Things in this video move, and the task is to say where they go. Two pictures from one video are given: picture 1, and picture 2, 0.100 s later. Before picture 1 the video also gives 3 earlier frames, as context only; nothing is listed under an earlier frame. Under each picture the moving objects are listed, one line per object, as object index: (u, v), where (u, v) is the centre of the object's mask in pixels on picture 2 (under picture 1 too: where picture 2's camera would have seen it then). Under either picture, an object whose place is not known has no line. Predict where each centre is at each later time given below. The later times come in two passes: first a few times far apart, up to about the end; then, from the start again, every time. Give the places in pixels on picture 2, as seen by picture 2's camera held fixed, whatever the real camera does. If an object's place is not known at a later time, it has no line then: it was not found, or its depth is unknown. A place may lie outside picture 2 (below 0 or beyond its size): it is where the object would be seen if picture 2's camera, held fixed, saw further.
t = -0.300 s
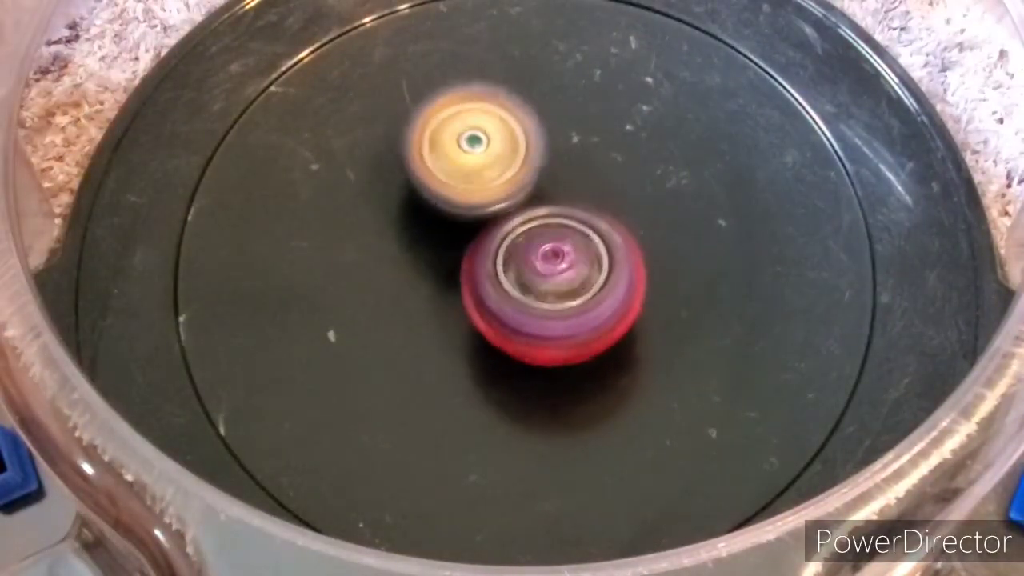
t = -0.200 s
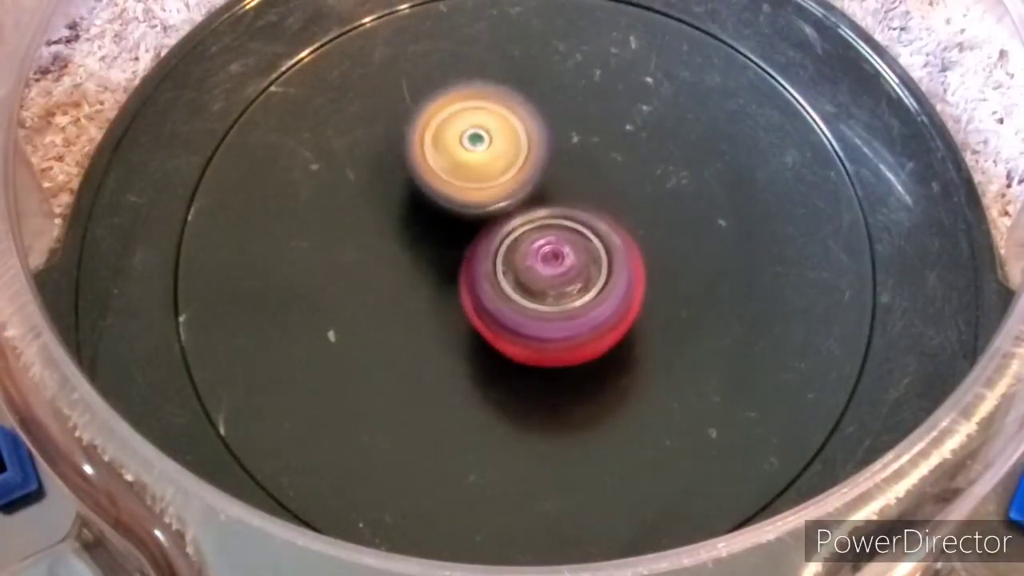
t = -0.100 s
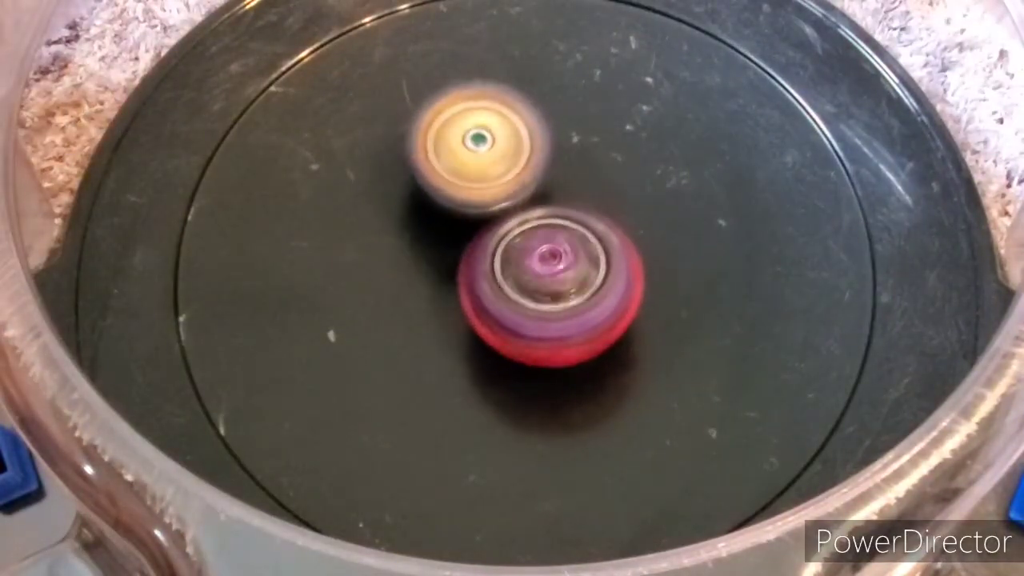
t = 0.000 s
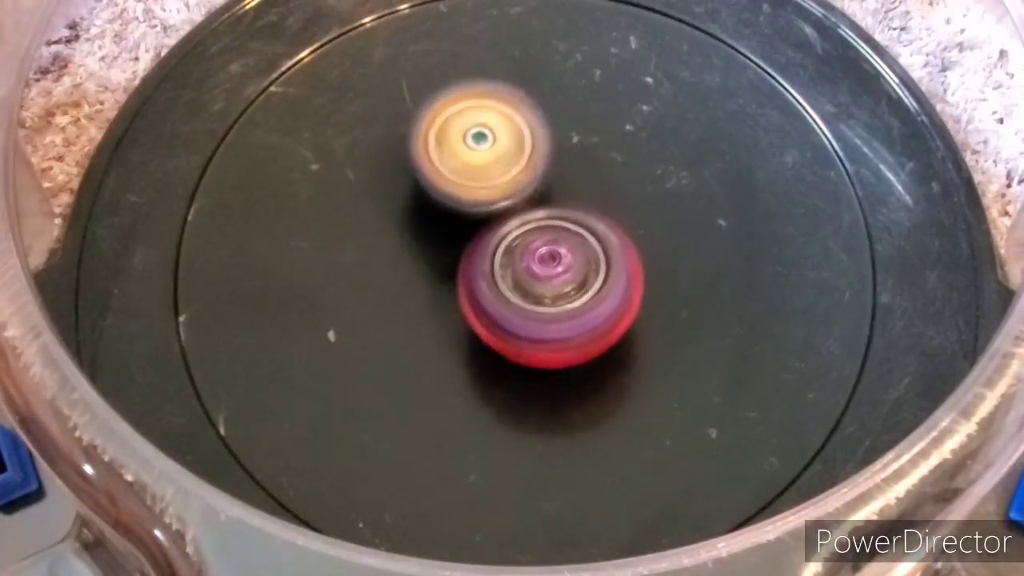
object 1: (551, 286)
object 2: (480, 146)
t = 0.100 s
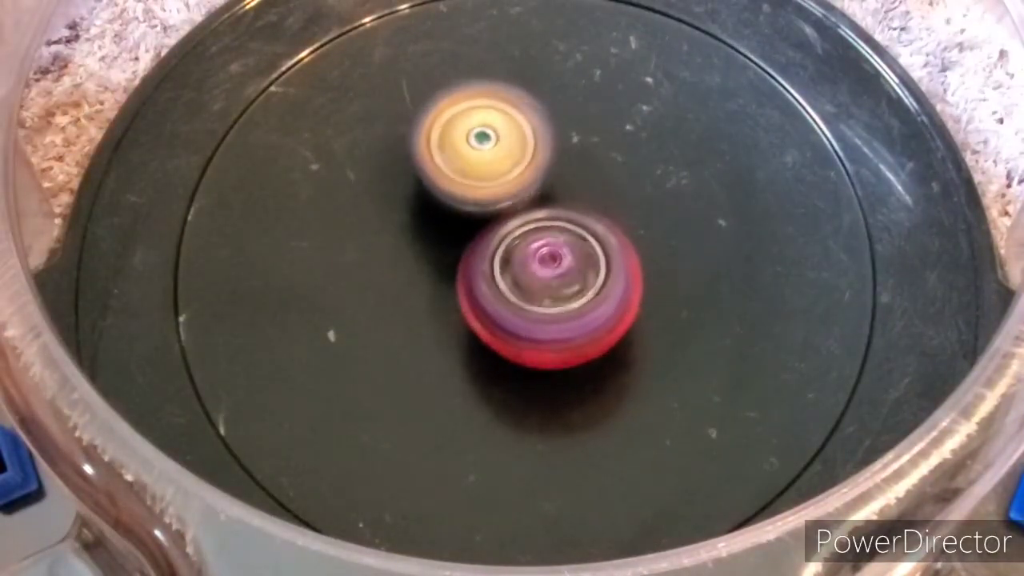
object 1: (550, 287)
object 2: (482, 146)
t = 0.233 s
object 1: (549, 287)
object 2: (485, 146)
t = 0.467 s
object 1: (548, 288)
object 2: (489, 146)
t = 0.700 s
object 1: (548, 290)
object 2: (492, 144)
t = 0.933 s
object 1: (544, 289)
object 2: (495, 143)
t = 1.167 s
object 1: (543, 289)
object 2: (497, 143)
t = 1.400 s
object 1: (543, 288)
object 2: (493, 140)
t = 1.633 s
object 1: (546, 284)
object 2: (480, 139)
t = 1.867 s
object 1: (552, 281)
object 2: (466, 148)
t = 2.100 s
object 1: (561, 282)
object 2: (458, 157)
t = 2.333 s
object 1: (563, 280)
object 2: (447, 166)
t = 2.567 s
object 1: (567, 278)
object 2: (441, 172)
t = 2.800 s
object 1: (573, 271)
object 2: (433, 179)
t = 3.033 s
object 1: (579, 266)
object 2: (433, 183)
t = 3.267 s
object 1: (584, 262)
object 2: (436, 189)
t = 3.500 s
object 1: (651, 268)
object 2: (387, 178)
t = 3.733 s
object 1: (639, 258)
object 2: (426, 197)
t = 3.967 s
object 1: (688, 280)
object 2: (404, 190)
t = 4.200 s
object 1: (649, 267)
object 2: (415, 180)
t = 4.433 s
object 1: (575, 264)
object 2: (356, 146)
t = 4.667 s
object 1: (564, 255)
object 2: (387, 155)
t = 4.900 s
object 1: (561, 250)
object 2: (418, 170)
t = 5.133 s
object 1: (571, 247)
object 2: (427, 158)
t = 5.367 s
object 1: (577, 247)
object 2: (436, 151)
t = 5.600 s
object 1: (583, 249)
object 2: (446, 154)
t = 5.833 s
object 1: (586, 257)
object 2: (439, 158)
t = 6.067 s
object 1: (587, 254)
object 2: (450, 163)
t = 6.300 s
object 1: (605, 264)
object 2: (436, 153)
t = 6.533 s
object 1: (607, 277)
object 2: (446, 150)
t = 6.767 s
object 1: (604, 289)
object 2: (451, 138)
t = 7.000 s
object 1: (549, 292)
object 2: (472, 141)
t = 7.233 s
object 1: (482, 311)
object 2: (491, 144)
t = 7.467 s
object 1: (494, 314)
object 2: (511, 148)
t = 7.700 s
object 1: (482, 295)
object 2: (523, 135)
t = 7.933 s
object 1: (479, 276)
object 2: (542, 137)
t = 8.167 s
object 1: (477, 262)
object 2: (554, 133)
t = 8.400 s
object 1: (453, 271)
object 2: (570, 133)
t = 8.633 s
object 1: (451, 258)
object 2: (582, 167)
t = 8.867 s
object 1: (442, 244)
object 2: (601, 180)
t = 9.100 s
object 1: (441, 237)
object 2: (597, 179)
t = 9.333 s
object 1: (434, 226)
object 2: (620, 194)
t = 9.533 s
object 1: (452, 205)
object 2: (617, 210)
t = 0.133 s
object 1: (550, 287)
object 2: (482, 147)
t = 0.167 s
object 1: (550, 287)
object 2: (484, 146)
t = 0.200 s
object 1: (549, 287)
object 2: (484, 146)
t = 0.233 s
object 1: (549, 287)
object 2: (485, 146)
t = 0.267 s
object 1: (549, 287)
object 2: (486, 147)
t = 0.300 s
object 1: (550, 288)
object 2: (486, 145)
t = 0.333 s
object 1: (548, 287)
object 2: (487, 146)
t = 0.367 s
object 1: (548, 288)
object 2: (487, 145)
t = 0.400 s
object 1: (548, 288)
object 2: (488, 145)
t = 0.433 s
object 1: (548, 288)
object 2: (488, 146)
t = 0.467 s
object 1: (548, 288)
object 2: (489, 146)
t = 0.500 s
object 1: (548, 289)
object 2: (489, 144)
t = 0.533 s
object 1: (547, 288)
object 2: (490, 145)
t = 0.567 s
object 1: (548, 288)
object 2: (491, 145)
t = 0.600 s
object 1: (547, 288)
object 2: (491, 145)
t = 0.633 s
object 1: (547, 288)
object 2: (491, 145)
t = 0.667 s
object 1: (547, 288)
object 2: (492, 145)
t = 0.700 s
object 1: (548, 290)
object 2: (492, 144)
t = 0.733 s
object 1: (546, 288)
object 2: (493, 144)
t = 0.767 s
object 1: (545, 288)
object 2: (493, 144)
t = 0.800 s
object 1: (545, 288)
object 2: (494, 144)
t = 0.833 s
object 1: (546, 289)
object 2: (494, 144)
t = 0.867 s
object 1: (546, 288)
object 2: (495, 144)
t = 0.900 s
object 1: (545, 289)
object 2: (494, 142)
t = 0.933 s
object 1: (544, 289)
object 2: (495, 143)
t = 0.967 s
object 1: (546, 289)
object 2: (495, 142)
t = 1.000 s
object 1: (545, 289)
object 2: (495, 143)
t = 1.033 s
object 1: (544, 288)
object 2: (496, 143)
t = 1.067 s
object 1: (544, 289)
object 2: (496, 144)
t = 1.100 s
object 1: (545, 290)
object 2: (495, 144)
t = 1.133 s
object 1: (543, 289)
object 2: (496, 144)
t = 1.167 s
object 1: (543, 289)
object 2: (497, 143)
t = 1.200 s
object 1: (543, 289)
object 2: (497, 143)
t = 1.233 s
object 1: (544, 289)
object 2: (497, 144)
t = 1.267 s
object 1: (543, 289)
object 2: (496, 142)
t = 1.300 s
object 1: (543, 289)
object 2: (496, 142)
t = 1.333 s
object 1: (543, 288)
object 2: (495, 142)
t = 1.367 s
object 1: (543, 287)
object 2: (495, 142)
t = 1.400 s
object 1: (543, 288)
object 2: (493, 140)
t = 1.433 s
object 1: (543, 287)
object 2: (492, 140)
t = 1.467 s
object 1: (544, 286)
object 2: (490, 140)
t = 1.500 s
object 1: (544, 285)
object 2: (488, 141)
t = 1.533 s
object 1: (544, 285)
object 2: (487, 141)
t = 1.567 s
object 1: (545, 284)
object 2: (484, 140)
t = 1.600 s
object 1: (545, 283)
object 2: (483, 141)
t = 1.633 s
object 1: (546, 284)
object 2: (480, 139)
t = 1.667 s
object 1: (547, 284)
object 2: (477, 140)
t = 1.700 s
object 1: (548, 282)
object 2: (476, 141)
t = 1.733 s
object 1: (548, 281)
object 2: (474, 142)
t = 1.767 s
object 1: (549, 281)
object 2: (473, 144)
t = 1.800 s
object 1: (552, 281)
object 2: (470, 145)
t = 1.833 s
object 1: (552, 282)
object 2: (467, 145)
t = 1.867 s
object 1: (552, 281)
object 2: (466, 148)
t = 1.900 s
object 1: (556, 281)
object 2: (465, 149)
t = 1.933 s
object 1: (557, 282)
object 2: (464, 150)
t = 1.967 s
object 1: (556, 282)
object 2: (465, 153)
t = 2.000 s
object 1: (559, 282)
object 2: (463, 154)
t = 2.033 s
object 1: (559, 282)
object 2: (460, 154)
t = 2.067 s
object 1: (559, 282)
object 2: (460, 157)
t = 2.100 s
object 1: (561, 282)
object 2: (458, 157)
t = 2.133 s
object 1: (561, 282)
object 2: (456, 158)
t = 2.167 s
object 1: (561, 282)
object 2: (455, 160)
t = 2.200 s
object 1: (562, 282)
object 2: (452, 161)
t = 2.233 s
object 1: (562, 281)
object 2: (452, 163)
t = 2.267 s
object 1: (562, 281)
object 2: (449, 163)
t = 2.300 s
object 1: (562, 281)
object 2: (447, 166)
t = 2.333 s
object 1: (563, 280)
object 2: (447, 166)
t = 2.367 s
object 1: (564, 281)
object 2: (444, 167)
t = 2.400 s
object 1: (564, 281)
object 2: (443, 169)
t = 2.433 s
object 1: (565, 279)
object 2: (441, 168)
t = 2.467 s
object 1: (565, 279)
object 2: (441, 168)
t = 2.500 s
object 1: (566, 279)
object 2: (442, 171)
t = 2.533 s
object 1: (567, 277)
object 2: (442, 171)
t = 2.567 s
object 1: (567, 278)
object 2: (441, 172)
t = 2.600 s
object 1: (567, 276)
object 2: (441, 174)
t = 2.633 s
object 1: (569, 276)
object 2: (439, 174)
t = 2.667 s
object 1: (570, 275)
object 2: (435, 174)
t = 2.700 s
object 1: (570, 274)
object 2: (435, 177)
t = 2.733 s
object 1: (570, 272)
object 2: (436, 177)
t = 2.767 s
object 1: (572, 271)
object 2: (434, 177)
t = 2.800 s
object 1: (573, 271)
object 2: (433, 179)
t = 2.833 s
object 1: (573, 271)
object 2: (435, 179)
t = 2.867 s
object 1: (576, 270)
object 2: (432, 178)
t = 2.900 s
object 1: (576, 269)
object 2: (431, 179)
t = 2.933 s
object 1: (575, 268)
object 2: (432, 180)
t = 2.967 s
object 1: (577, 267)
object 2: (433, 181)
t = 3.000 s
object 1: (579, 266)
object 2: (433, 181)
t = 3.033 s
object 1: (579, 266)
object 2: (433, 183)
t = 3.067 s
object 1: (583, 267)
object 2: (431, 183)
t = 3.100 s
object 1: (581, 266)
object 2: (432, 185)
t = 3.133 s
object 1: (582, 265)
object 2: (434, 186)
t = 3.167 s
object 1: (584, 262)
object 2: (436, 186)
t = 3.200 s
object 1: (585, 263)
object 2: (438, 187)
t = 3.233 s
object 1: (586, 264)
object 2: (436, 188)
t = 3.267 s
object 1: (584, 262)
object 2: (436, 189)
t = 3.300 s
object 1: (596, 264)
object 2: (427, 187)
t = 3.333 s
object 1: (624, 267)
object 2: (404, 179)
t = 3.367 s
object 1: (640, 270)
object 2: (388, 175)
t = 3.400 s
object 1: (650, 270)
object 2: (381, 173)
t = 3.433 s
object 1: (653, 270)
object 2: (380, 174)
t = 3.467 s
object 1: (653, 270)
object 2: (383, 175)
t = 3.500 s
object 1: (651, 268)
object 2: (387, 178)
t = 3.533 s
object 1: (650, 267)
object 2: (391, 181)
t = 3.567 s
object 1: (649, 265)
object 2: (396, 183)
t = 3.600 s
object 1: (648, 264)
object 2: (401, 186)
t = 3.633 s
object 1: (646, 263)
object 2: (406, 189)
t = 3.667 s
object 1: (644, 261)
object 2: (412, 191)
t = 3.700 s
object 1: (642, 260)
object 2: (418, 194)
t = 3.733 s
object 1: (639, 258)
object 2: (426, 197)
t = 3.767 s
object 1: (635, 256)
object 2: (435, 200)
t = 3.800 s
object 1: (628, 254)
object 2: (445, 204)
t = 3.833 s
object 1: (622, 252)
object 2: (456, 207)
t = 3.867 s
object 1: (630, 251)
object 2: (453, 206)
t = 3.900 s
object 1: (659, 258)
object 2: (428, 199)
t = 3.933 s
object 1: (678, 268)
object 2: (411, 193)
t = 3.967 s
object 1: (688, 280)
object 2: (404, 190)
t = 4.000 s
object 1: (694, 289)
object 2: (403, 187)
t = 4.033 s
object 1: (691, 293)
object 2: (405, 186)
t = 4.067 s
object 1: (687, 291)
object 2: (408, 184)
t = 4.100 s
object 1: (680, 286)
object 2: (410, 183)
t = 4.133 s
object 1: (673, 281)
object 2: (411, 182)
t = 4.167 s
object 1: (662, 274)
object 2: (413, 181)
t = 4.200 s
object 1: (649, 267)
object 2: (415, 180)
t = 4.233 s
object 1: (632, 259)
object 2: (416, 179)
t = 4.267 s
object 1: (611, 253)
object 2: (418, 179)
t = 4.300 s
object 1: (588, 248)
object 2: (420, 178)
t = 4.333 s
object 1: (565, 247)
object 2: (419, 177)
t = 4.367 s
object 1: (571, 255)
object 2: (394, 165)
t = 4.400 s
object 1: (576, 261)
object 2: (371, 152)
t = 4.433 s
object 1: (575, 264)
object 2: (356, 146)
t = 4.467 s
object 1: (572, 263)
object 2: (350, 142)
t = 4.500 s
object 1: (569, 261)
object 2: (351, 143)
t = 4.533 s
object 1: (570, 259)
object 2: (356, 143)
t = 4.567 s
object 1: (568, 259)
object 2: (363, 145)
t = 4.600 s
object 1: (568, 258)
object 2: (369, 147)
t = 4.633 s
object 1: (564, 258)
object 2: (377, 150)
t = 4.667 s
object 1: (564, 255)
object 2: (387, 155)
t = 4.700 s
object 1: (562, 253)
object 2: (395, 158)
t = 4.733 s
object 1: (560, 251)
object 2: (403, 162)
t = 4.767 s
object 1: (557, 247)
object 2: (412, 166)
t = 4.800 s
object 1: (558, 246)
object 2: (414, 167)
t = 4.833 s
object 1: (561, 248)
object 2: (411, 167)
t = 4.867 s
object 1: (562, 251)
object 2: (413, 169)
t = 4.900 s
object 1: (561, 250)
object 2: (418, 170)
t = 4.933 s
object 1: (561, 249)
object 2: (423, 169)
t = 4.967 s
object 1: (569, 251)
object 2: (418, 164)
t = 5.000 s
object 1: (571, 252)
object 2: (417, 160)
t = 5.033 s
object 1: (569, 252)
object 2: (420, 160)
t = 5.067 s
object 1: (569, 251)
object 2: (422, 160)
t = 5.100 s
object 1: (569, 248)
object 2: (425, 159)
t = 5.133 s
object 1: (571, 247)
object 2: (427, 158)
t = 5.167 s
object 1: (572, 247)
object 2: (430, 157)
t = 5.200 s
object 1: (573, 247)
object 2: (432, 156)
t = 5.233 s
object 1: (571, 246)
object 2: (435, 155)
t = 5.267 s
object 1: (572, 245)
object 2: (436, 153)
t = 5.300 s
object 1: (572, 245)
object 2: (436, 152)
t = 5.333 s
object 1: (572, 245)
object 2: (438, 153)
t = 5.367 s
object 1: (577, 247)
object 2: (436, 151)
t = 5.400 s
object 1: (583, 251)
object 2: (430, 146)
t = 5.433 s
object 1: (584, 252)
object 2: (430, 148)
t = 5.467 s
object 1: (583, 254)
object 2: (433, 149)
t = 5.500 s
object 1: (583, 251)
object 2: (437, 150)
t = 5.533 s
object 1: (584, 250)
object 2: (440, 151)
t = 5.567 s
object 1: (583, 249)
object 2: (442, 153)
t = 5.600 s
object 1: (583, 249)
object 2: (446, 154)
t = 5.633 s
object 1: (582, 249)
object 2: (448, 156)
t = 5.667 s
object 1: (583, 250)
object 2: (449, 156)
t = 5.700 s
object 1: (583, 251)
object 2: (447, 156)
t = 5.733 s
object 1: (580, 253)
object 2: (448, 157)
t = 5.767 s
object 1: (583, 254)
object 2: (445, 156)
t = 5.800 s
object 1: (587, 256)
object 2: (440, 154)
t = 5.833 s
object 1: (586, 257)
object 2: (439, 158)
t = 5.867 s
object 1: (584, 257)
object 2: (444, 161)
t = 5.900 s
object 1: (583, 254)
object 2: (448, 163)
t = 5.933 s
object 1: (588, 254)
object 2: (445, 161)
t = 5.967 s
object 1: (593, 254)
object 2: (441, 160)
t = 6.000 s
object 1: (592, 257)
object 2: (441, 162)
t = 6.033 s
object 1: (589, 256)
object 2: (446, 164)
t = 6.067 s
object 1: (587, 254)
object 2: (450, 163)
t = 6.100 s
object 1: (593, 255)
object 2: (447, 159)
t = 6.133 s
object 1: (610, 260)
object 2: (433, 149)
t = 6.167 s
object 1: (616, 264)
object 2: (422, 144)
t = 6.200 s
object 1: (616, 266)
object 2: (420, 146)
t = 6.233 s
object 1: (611, 267)
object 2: (423, 150)
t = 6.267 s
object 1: (608, 265)
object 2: (429, 152)
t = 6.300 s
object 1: (605, 264)
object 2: (436, 153)
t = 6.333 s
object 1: (606, 261)
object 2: (441, 155)
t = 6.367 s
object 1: (605, 261)
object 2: (445, 154)
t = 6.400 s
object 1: (603, 261)
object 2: (449, 156)
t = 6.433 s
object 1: (599, 260)
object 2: (454, 159)
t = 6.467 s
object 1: (593, 259)
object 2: (460, 161)
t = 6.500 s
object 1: (591, 263)
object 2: (463, 162)
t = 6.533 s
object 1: (607, 277)
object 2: (446, 150)
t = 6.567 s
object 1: (618, 287)
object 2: (438, 141)
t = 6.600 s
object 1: (620, 294)
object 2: (436, 138)
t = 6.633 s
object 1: (618, 295)
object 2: (438, 137)
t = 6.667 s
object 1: (613, 294)
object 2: (441, 137)
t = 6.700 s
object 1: (610, 291)
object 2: (443, 137)
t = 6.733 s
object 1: (607, 289)
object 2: (446, 138)
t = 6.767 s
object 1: (604, 289)
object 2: (451, 138)
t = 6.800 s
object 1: (601, 288)
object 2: (455, 138)
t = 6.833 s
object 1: (595, 288)
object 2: (458, 138)
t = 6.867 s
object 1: (588, 289)
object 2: (462, 137)
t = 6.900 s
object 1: (580, 289)
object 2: (464, 138)
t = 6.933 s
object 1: (571, 289)
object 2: (465, 139)
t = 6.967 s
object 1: (562, 291)
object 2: (468, 140)
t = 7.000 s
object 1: (549, 292)
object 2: (472, 141)
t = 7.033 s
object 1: (538, 295)
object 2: (475, 141)
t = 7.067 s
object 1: (525, 298)
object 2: (478, 142)
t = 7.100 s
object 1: (514, 301)
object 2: (482, 143)
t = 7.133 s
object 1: (502, 305)
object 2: (484, 144)
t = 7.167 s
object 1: (492, 308)
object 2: (488, 144)
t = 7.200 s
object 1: (487, 310)
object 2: (489, 143)
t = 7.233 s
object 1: (482, 311)
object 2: (491, 144)
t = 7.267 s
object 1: (482, 312)
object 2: (492, 143)
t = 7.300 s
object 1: (482, 311)
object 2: (492, 144)
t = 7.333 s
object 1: (485, 311)
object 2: (495, 146)
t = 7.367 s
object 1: (488, 311)
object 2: (498, 146)
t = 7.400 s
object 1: (490, 312)
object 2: (502, 148)
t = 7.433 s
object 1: (493, 313)
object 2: (506, 149)
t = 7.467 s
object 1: (494, 314)
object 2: (511, 148)
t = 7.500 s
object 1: (494, 314)
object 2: (514, 148)
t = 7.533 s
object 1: (493, 312)
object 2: (514, 147)
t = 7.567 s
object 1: (493, 309)
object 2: (514, 147)
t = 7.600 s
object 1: (492, 303)
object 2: (515, 147)
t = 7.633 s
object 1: (490, 296)
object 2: (515, 148)
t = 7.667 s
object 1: (485, 293)
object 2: (518, 144)
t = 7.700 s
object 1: (482, 295)
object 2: (523, 135)
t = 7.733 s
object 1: (479, 294)
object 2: (529, 130)
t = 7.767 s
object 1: (480, 289)
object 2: (533, 130)
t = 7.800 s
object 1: (483, 285)
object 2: (535, 130)
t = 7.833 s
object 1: (483, 284)
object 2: (538, 131)
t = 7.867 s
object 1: (482, 280)
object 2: (538, 133)
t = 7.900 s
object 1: (482, 278)
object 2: (539, 134)
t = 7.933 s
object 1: (479, 276)
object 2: (542, 137)
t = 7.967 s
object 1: (479, 275)
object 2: (546, 136)
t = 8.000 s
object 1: (480, 274)
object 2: (549, 136)
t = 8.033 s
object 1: (478, 271)
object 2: (551, 136)
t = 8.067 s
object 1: (478, 269)
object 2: (555, 136)
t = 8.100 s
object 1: (478, 268)
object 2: (558, 134)
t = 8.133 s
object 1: (477, 265)
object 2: (557, 132)
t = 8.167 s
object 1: (477, 262)
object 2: (554, 133)
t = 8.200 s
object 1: (466, 270)
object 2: (560, 126)
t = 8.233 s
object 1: (456, 275)
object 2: (564, 121)
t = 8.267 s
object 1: (454, 276)
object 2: (569, 122)
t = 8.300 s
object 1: (451, 272)
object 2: (570, 124)
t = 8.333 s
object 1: (452, 270)
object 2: (570, 126)
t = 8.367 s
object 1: (453, 271)
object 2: (569, 128)
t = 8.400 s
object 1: (453, 271)
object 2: (570, 133)
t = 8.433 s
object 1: (452, 271)
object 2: (574, 139)
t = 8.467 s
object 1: (454, 270)
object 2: (577, 144)
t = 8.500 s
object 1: (453, 268)
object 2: (577, 149)
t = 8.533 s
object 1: (454, 265)
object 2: (576, 153)
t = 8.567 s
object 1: (456, 261)
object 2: (576, 158)
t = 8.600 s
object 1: (453, 259)
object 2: (578, 163)
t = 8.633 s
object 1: (451, 258)
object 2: (582, 167)
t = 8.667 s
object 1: (450, 257)
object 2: (588, 172)
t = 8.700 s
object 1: (450, 255)
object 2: (593, 177)
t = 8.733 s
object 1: (448, 252)
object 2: (597, 179)
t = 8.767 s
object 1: (448, 250)
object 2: (600, 182)
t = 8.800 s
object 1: (448, 247)
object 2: (600, 183)
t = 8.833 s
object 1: (446, 246)
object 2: (599, 182)
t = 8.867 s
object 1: (442, 244)
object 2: (601, 180)
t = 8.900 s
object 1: (443, 244)
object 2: (603, 179)
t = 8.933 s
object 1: (442, 244)
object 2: (604, 176)
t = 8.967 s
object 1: (441, 243)
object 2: (606, 174)
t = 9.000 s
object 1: (443, 241)
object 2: (604, 174)
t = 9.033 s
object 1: (442, 241)
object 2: (601, 176)
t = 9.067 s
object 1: (441, 240)
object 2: (599, 179)
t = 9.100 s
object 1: (441, 237)
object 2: (597, 179)
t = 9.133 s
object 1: (441, 237)
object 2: (597, 181)
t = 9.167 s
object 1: (440, 237)
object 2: (603, 181)
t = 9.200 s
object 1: (440, 235)
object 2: (602, 182)
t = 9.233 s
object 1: (441, 232)
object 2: (600, 185)
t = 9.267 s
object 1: (439, 229)
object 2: (604, 188)
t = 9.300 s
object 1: (435, 228)
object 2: (616, 191)
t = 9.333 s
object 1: (434, 226)
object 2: (620, 194)
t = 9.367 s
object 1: (436, 224)
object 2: (623, 199)
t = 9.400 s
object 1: (439, 219)
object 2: (626, 202)
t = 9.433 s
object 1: (439, 216)
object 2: (626, 205)
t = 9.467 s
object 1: (442, 214)
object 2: (624, 205)
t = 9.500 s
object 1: (446, 210)
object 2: (621, 207)
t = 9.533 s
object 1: (452, 205)
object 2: (617, 210)
